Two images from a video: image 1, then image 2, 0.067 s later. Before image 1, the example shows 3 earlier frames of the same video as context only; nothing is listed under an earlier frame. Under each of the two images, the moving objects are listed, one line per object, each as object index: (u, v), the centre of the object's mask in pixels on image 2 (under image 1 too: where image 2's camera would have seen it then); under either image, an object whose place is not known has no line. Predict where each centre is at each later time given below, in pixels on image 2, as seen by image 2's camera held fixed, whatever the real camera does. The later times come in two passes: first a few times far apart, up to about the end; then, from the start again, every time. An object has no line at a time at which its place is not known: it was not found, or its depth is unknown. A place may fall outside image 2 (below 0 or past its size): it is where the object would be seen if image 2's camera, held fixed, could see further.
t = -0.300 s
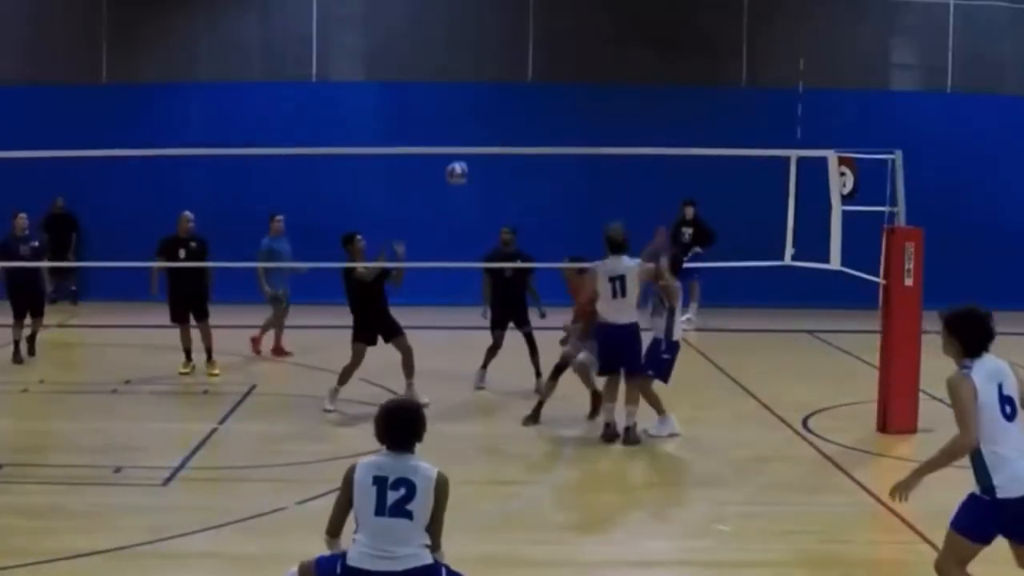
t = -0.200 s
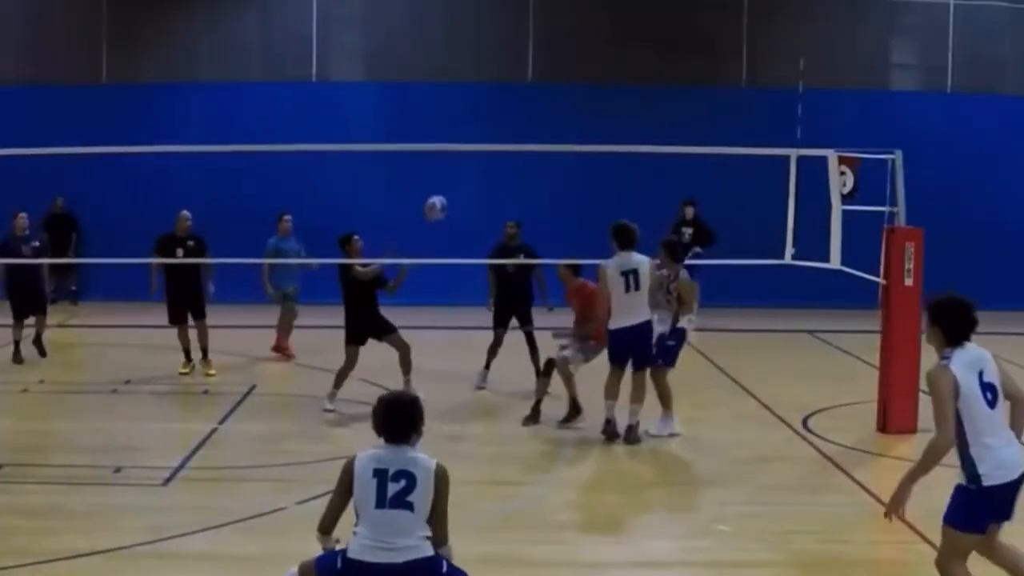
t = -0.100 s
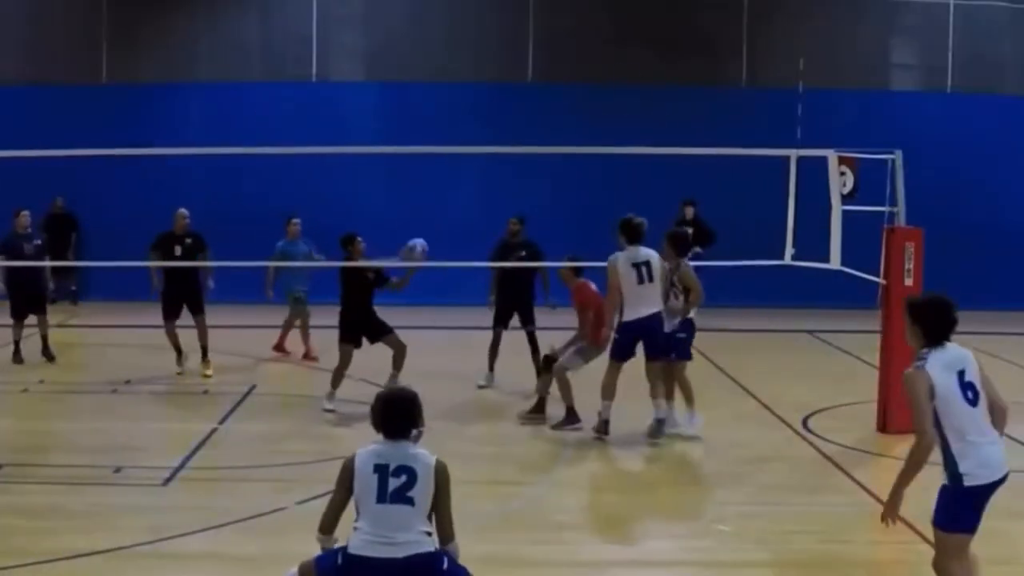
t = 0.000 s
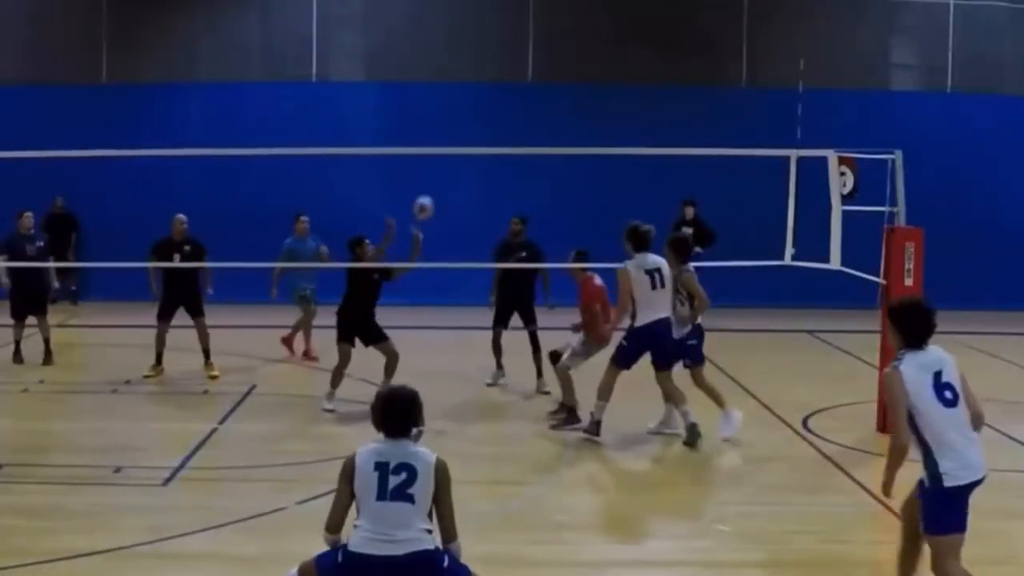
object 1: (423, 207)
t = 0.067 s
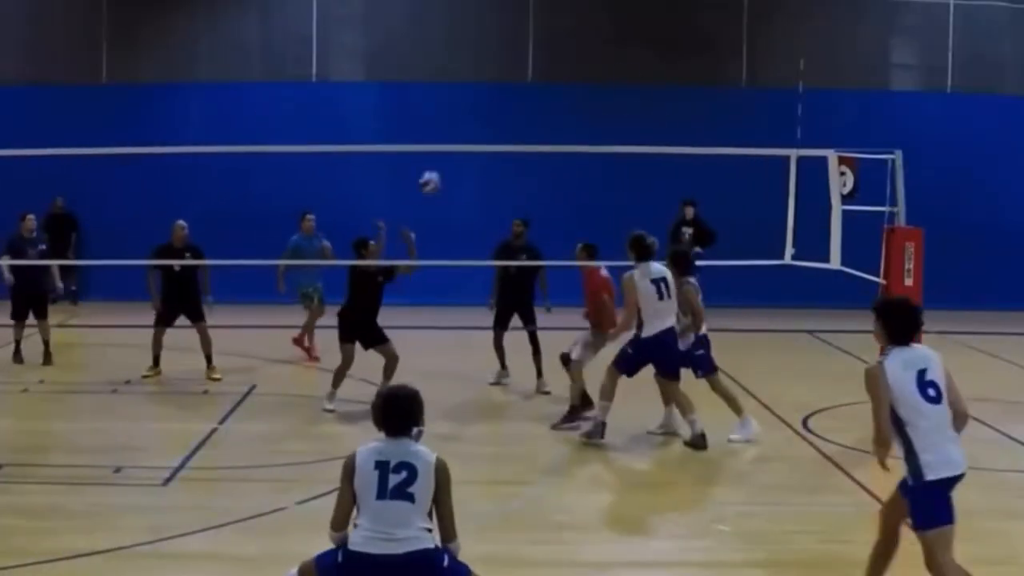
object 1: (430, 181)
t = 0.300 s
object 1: (451, 131)
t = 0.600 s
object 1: (477, 140)
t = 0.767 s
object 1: (490, 192)
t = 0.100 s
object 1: (432, 171)
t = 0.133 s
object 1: (436, 162)
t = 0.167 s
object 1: (438, 153)
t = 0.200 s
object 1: (443, 145)
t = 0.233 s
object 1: (444, 138)
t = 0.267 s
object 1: (447, 134)
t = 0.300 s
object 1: (451, 131)
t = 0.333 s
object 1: (454, 128)
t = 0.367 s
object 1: (456, 126)
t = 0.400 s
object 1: (459, 125)
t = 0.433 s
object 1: (462, 126)
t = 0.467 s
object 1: (465, 128)
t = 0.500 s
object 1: (468, 130)
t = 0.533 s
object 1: (471, 134)
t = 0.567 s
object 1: (473, 138)
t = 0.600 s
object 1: (477, 140)
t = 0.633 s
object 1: (480, 152)
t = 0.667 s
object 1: (483, 162)
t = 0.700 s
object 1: (485, 170)
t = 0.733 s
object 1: (488, 181)
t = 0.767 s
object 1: (490, 192)
